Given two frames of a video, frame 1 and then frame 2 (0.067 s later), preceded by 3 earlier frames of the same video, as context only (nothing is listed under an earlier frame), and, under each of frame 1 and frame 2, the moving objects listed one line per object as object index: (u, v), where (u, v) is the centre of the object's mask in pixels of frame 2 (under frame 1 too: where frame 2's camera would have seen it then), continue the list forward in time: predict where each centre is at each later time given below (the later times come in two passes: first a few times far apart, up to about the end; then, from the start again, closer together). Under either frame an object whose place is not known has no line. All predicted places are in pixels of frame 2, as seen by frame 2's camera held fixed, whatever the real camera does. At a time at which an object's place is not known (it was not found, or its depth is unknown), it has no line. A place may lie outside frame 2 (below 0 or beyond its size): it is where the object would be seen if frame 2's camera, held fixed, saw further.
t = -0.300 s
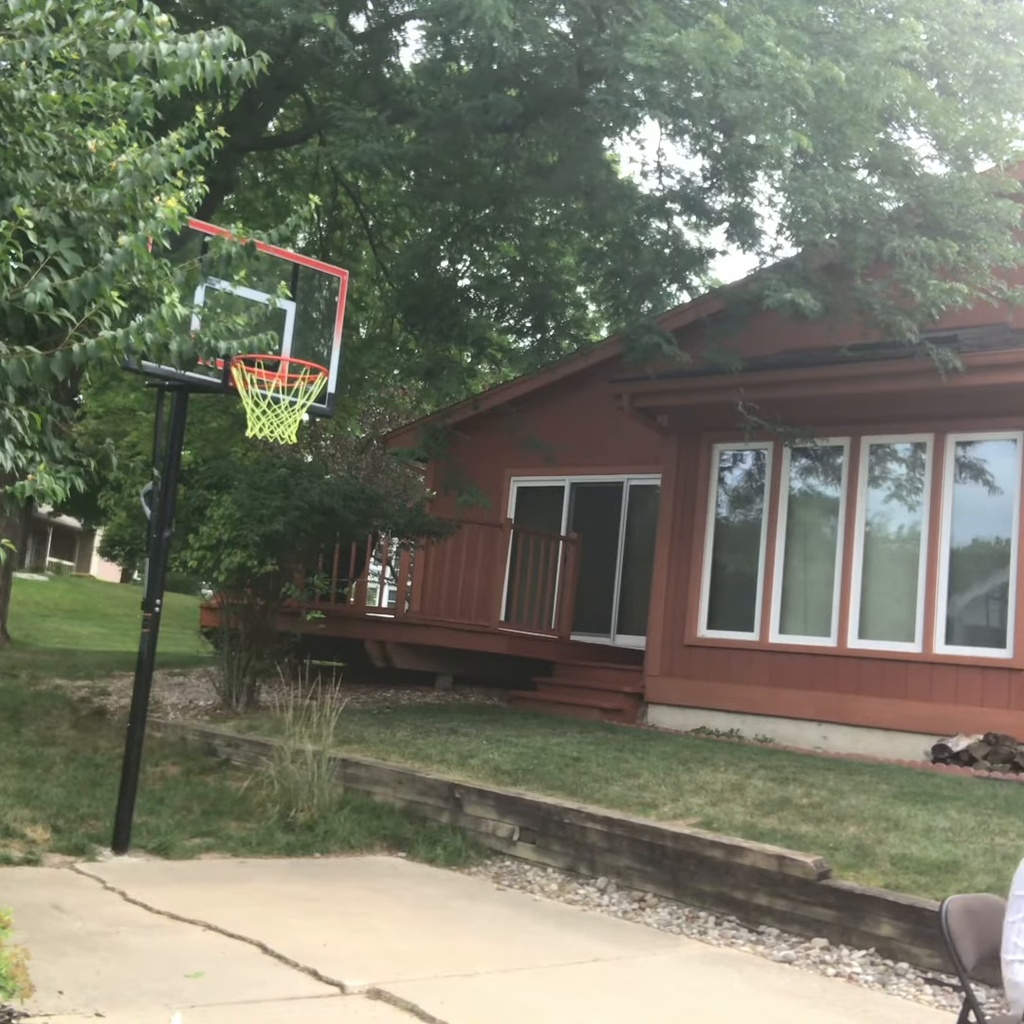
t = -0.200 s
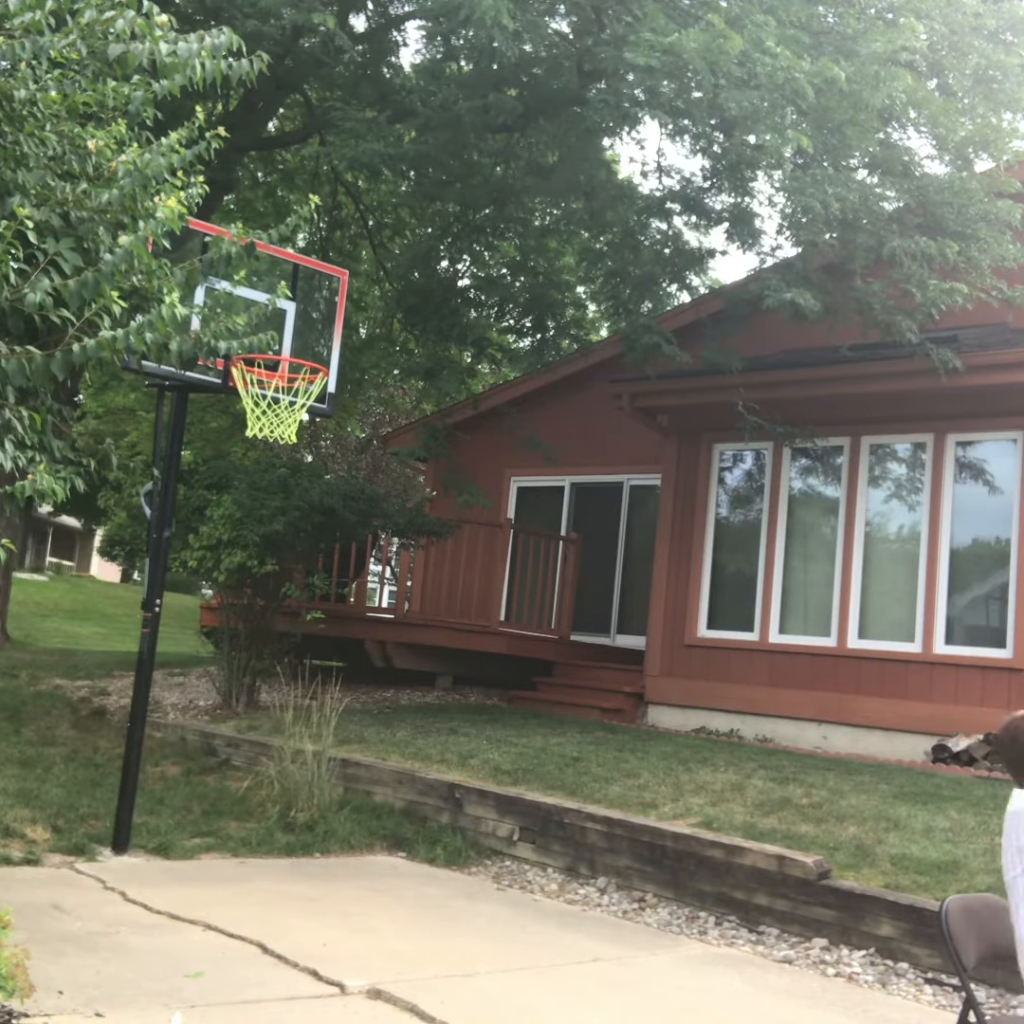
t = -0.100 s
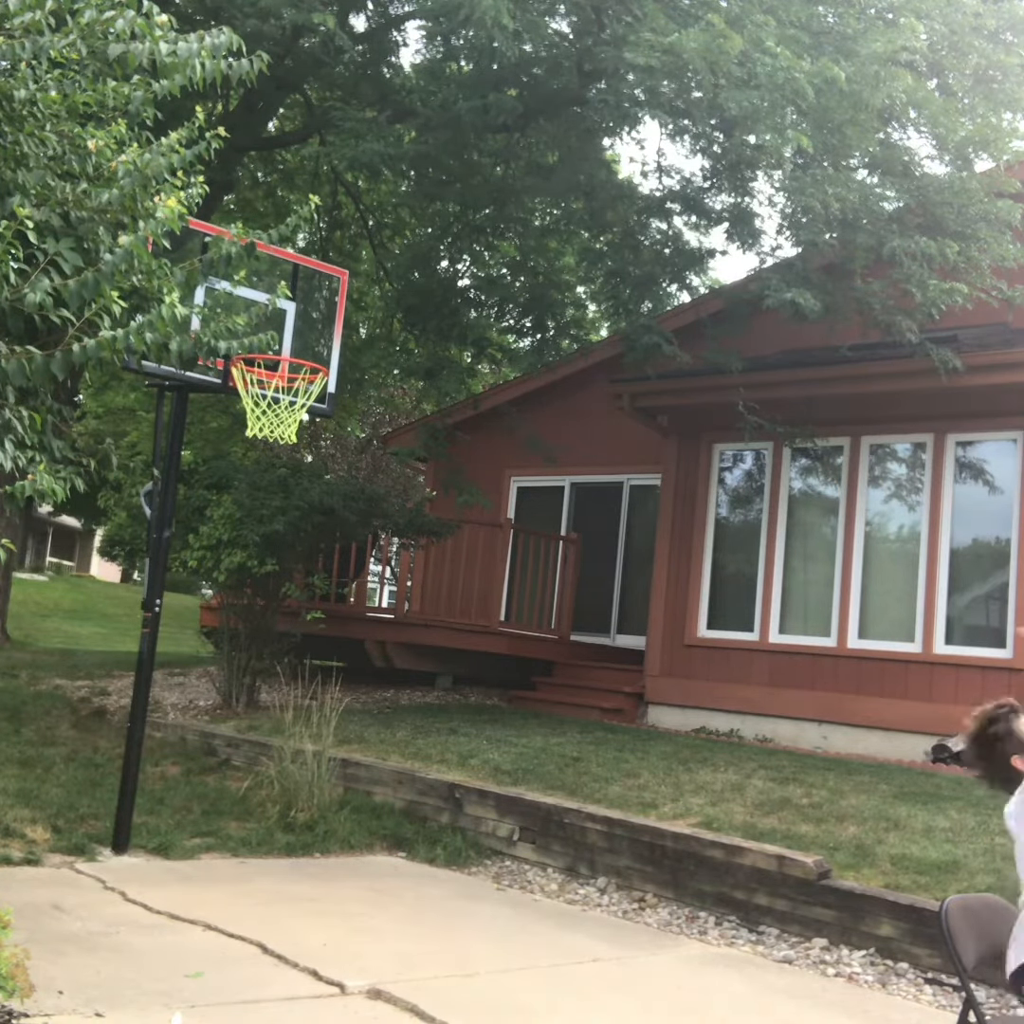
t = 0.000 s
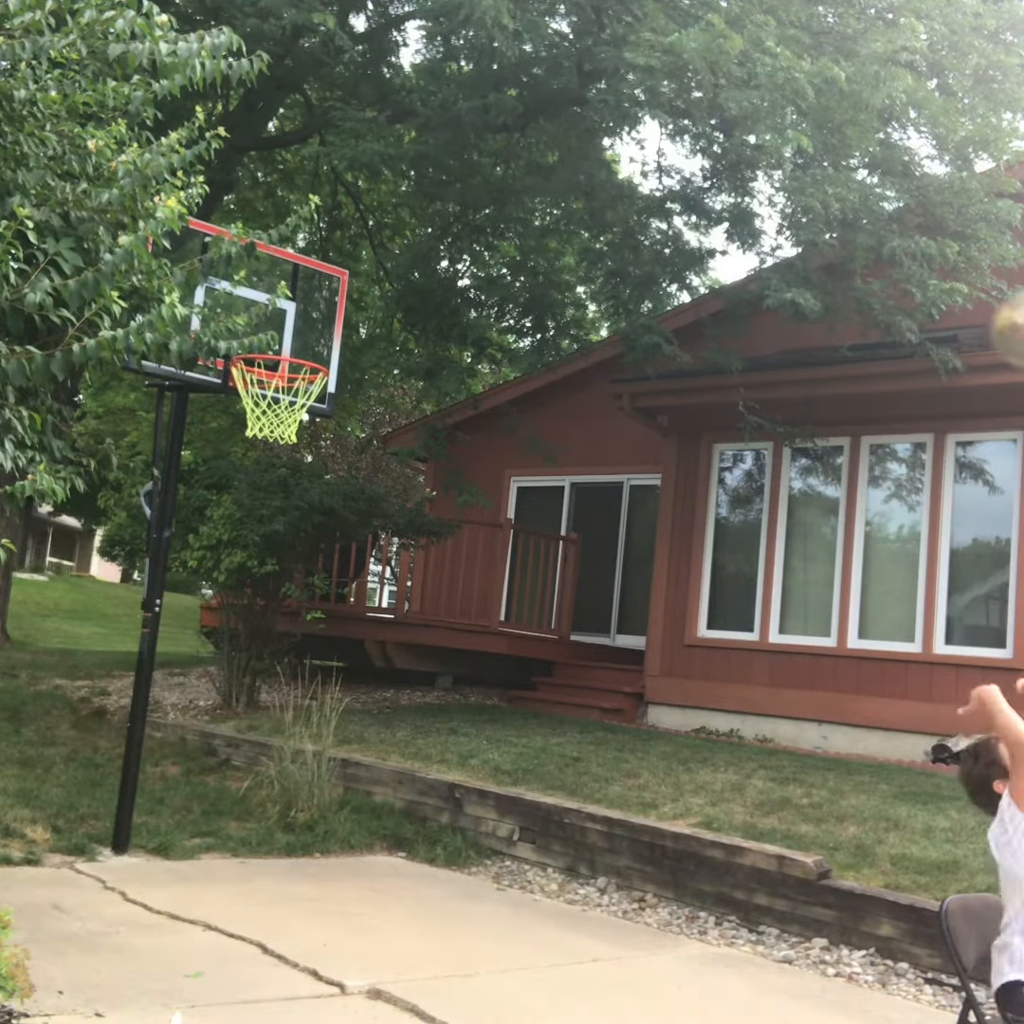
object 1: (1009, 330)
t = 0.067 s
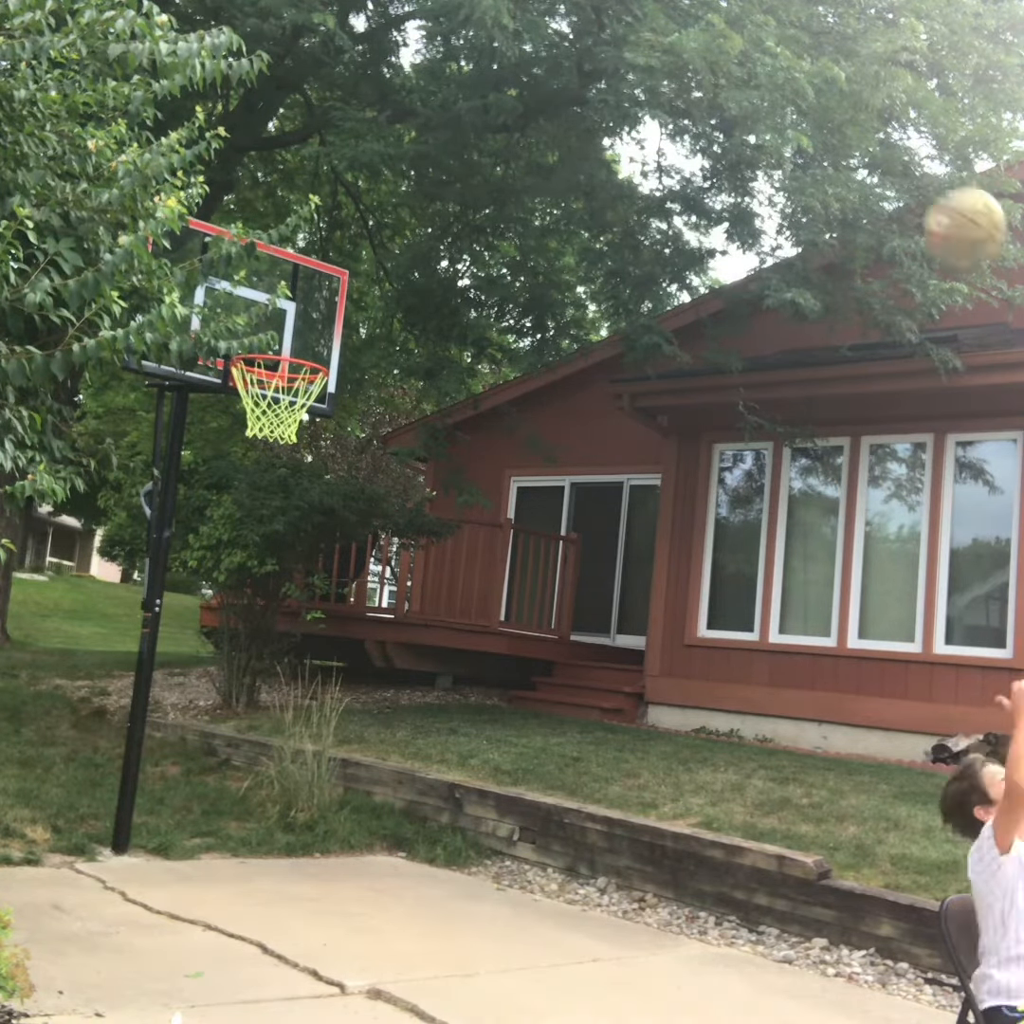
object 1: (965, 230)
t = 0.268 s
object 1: (786, 41)
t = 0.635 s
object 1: (527, 25)
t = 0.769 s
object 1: (448, 87)
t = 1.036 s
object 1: (306, 301)
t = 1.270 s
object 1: (197, 532)
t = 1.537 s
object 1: (113, 816)
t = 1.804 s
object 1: (76, 693)
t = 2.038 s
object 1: (23, 620)
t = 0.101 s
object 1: (931, 186)
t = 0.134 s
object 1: (900, 145)
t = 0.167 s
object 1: (869, 115)
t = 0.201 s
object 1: (841, 86)
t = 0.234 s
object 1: (812, 61)
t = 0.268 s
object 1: (786, 41)
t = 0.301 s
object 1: (757, 29)
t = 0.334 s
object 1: (730, 19)
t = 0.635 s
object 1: (527, 25)
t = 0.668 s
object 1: (507, 35)
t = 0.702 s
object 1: (488, 51)
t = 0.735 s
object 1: (468, 69)
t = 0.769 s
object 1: (448, 87)
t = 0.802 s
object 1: (429, 108)
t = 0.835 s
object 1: (410, 131)
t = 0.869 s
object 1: (391, 155)
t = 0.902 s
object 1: (373, 182)
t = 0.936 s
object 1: (355, 211)
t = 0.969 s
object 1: (339, 239)
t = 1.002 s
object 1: (322, 269)
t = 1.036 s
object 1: (306, 301)
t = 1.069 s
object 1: (288, 334)
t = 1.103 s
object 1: (268, 372)
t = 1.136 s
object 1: (253, 403)
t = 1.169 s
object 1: (239, 436)
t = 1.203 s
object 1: (225, 465)
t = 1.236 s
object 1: (211, 498)
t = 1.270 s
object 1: (197, 532)
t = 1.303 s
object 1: (183, 569)
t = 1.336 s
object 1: (168, 604)
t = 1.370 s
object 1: (154, 643)
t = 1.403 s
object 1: (144, 675)
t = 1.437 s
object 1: (139, 704)
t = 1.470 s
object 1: (130, 737)
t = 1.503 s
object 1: (122, 776)
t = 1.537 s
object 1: (113, 816)
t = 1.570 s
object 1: (103, 857)
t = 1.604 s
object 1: (100, 830)
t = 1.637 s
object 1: (96, 804)
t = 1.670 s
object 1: (95, 777)
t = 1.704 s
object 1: (90, 755)
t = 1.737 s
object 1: (85, 733)
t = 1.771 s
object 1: (80, 711)
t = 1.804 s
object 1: (76, 693)
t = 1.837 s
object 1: (67, 676)
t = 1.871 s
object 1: (61, 661)
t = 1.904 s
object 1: (54, 649)
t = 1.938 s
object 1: (45, 640)
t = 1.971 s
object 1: (37, 629)
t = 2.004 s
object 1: (30, 625)
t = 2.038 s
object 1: (23, 620)
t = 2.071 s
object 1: (18, 620)
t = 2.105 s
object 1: (12, 623)
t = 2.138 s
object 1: (7, 629)
